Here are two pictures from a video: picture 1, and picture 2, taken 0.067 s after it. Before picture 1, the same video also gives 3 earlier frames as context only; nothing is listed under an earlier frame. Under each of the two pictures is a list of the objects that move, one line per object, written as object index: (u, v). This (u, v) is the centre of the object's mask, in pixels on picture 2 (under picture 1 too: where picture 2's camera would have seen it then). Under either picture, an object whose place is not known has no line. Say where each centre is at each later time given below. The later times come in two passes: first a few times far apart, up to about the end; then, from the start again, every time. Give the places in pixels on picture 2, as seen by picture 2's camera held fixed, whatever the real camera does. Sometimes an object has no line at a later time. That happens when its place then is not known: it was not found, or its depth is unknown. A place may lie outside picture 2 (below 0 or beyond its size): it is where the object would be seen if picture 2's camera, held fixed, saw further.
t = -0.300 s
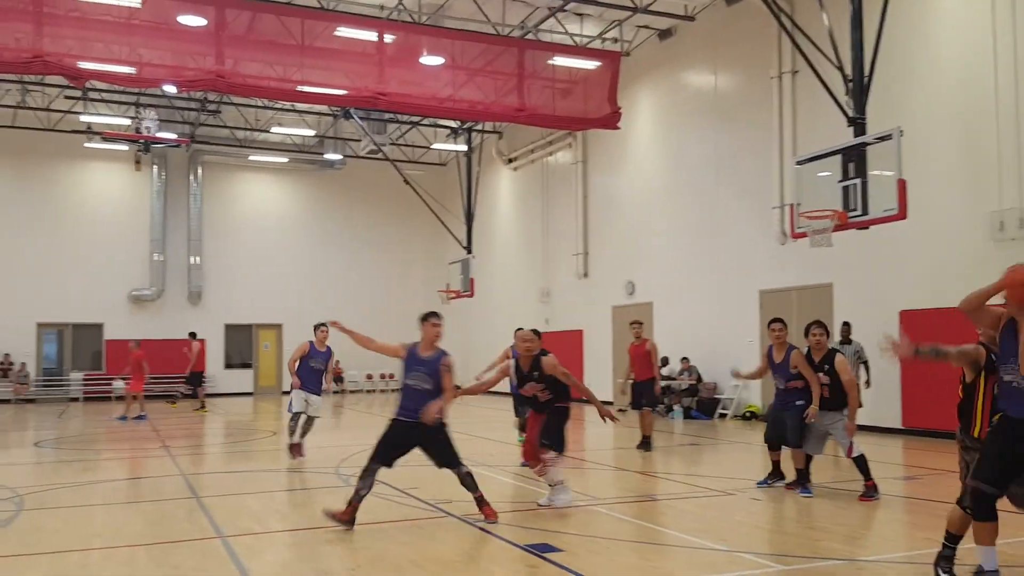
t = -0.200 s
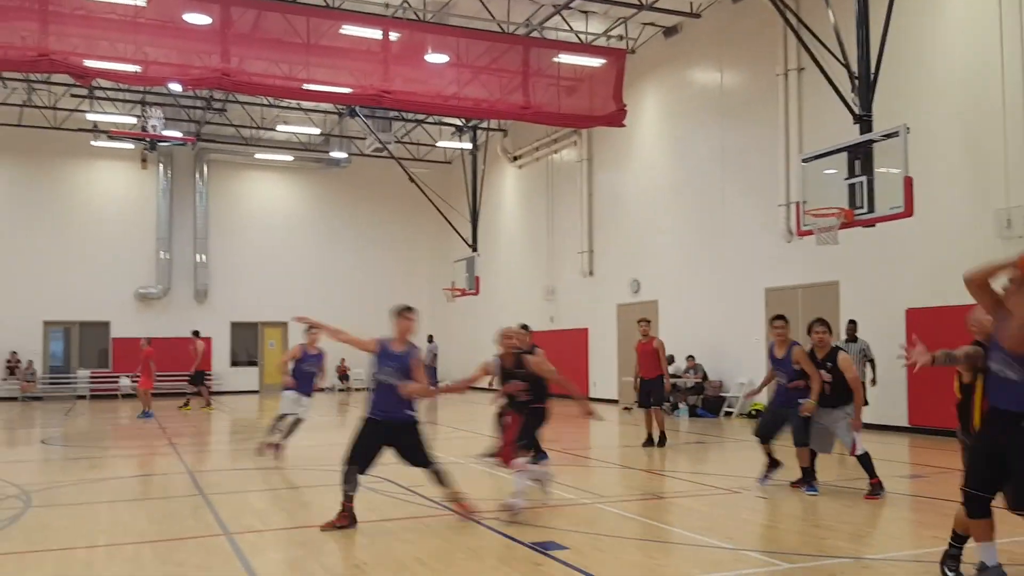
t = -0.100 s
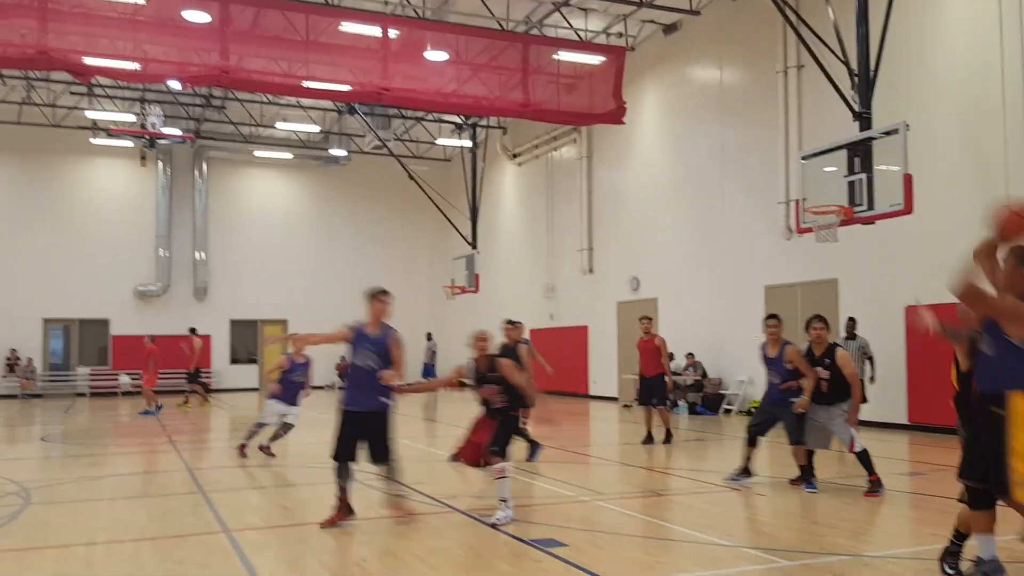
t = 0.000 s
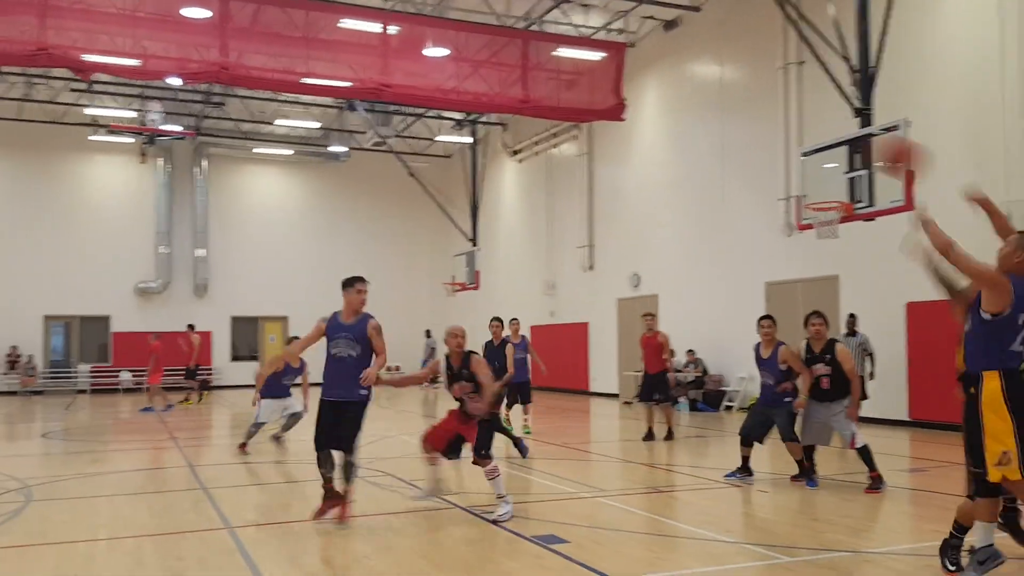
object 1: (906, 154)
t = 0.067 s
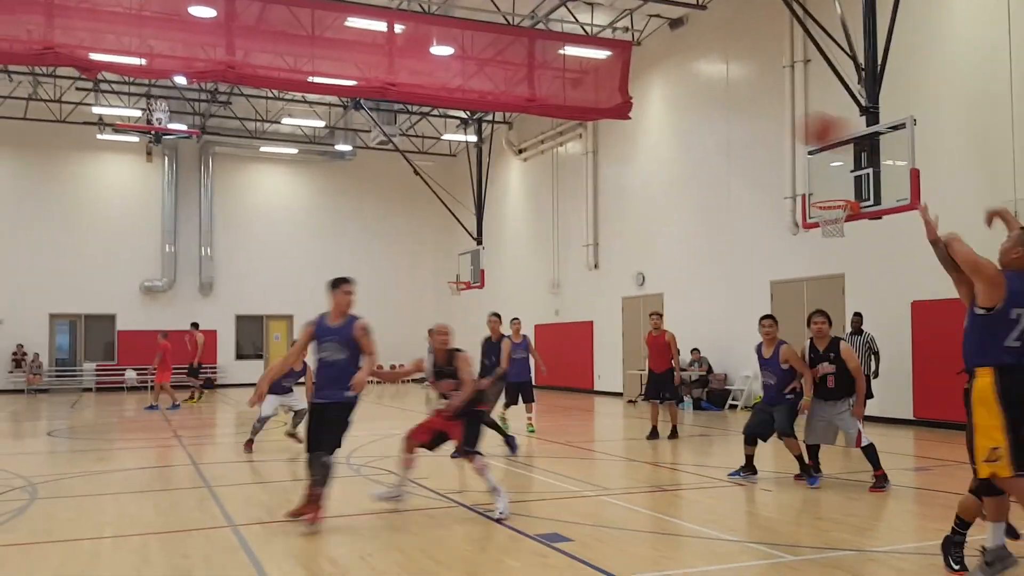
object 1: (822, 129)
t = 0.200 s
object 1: (704, 113)
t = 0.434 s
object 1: (575, 135)
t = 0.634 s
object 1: (504, 182)
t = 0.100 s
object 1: (789, 124)
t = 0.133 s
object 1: (757, 118)
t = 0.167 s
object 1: (730, 114)
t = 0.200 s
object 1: (704, 113)
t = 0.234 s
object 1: (681, 112)
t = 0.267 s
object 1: (659, 114)
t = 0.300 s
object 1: (640, 116)
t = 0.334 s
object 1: (621, 118)
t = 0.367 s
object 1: (604, 123)
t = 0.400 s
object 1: (590, 128)
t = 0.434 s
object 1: (575, 135)
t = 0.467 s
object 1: (560, 141)
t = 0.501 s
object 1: (548, 149)
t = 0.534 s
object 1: (536, 156)
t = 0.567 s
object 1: (525, 164)
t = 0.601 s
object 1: (515, 172)
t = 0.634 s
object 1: (504, 182)
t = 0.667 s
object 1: (496, 191)
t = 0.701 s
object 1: (487, 203)
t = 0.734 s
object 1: (479, 212)
